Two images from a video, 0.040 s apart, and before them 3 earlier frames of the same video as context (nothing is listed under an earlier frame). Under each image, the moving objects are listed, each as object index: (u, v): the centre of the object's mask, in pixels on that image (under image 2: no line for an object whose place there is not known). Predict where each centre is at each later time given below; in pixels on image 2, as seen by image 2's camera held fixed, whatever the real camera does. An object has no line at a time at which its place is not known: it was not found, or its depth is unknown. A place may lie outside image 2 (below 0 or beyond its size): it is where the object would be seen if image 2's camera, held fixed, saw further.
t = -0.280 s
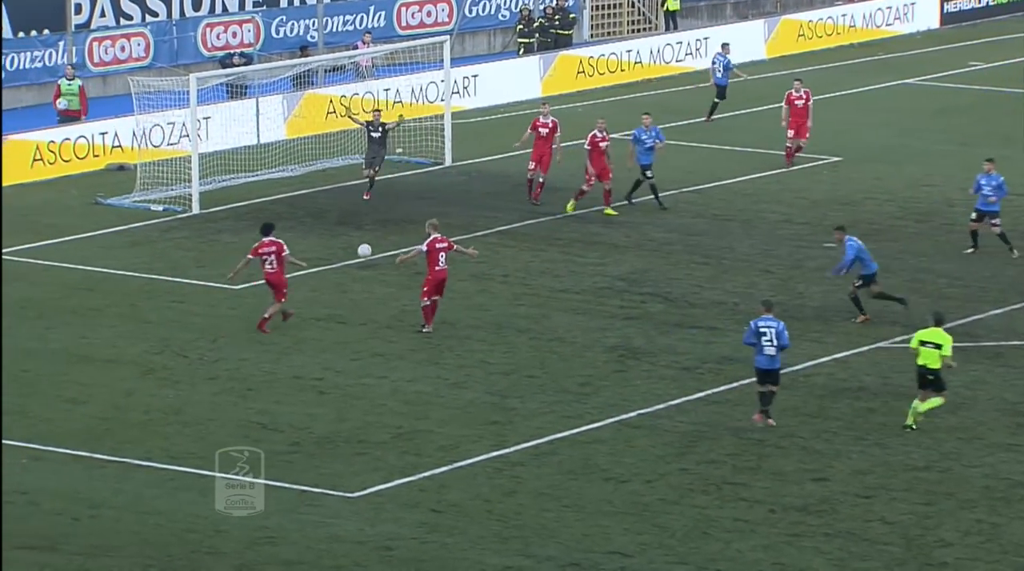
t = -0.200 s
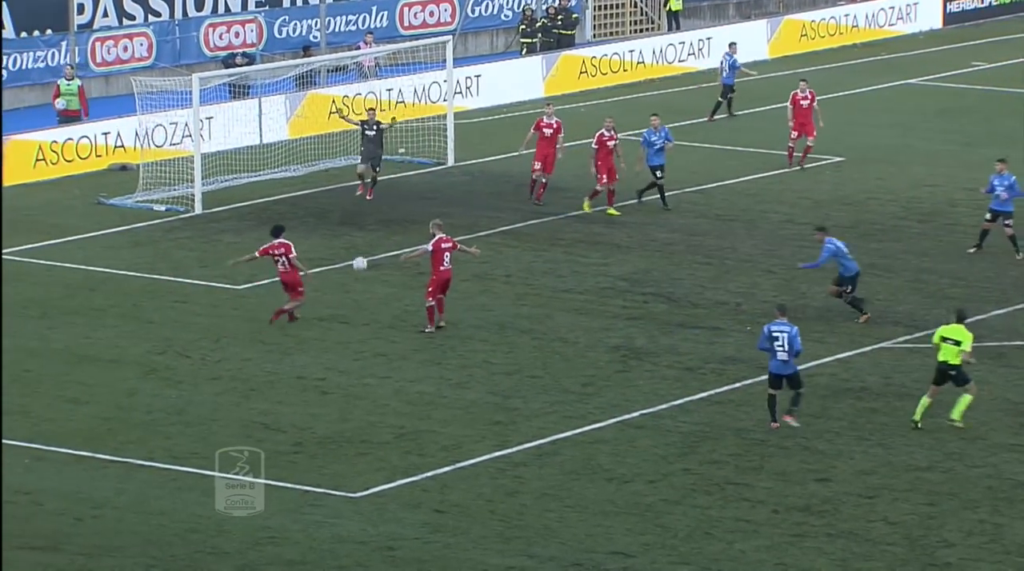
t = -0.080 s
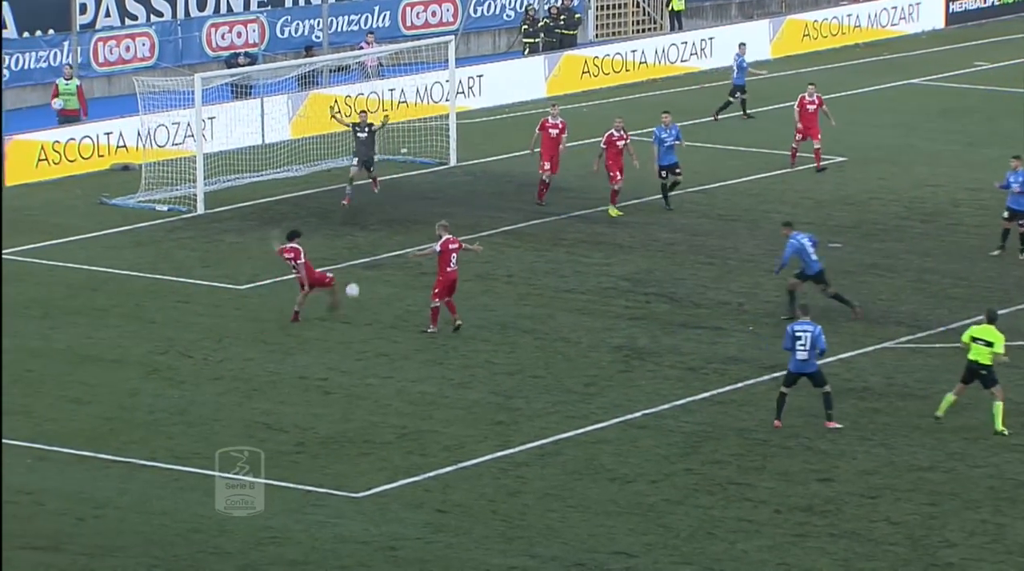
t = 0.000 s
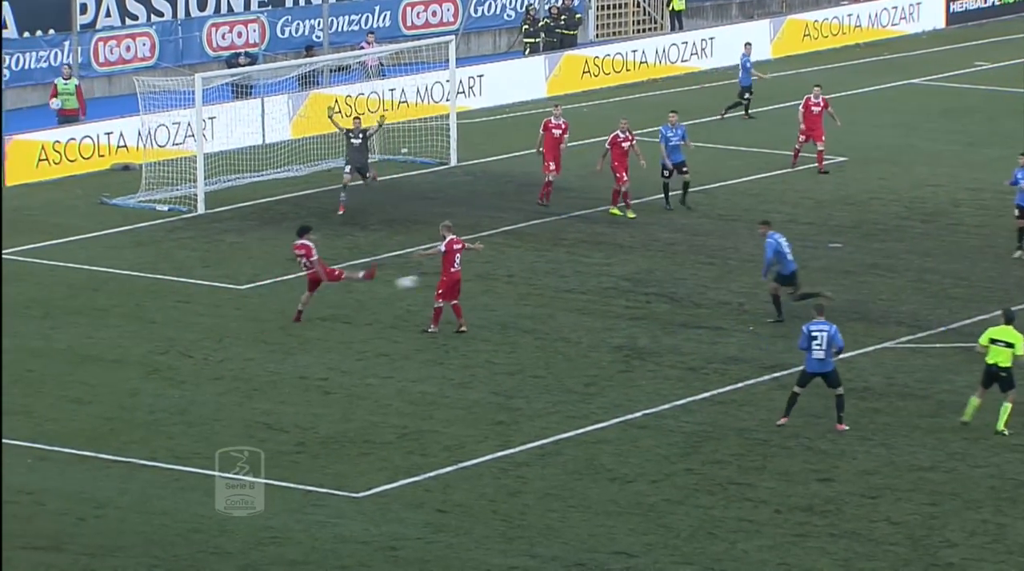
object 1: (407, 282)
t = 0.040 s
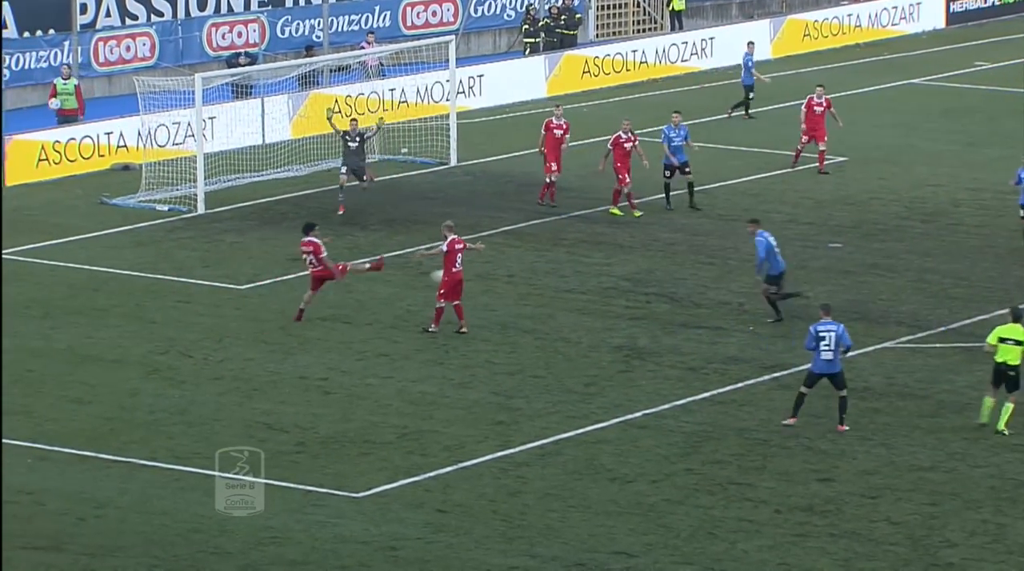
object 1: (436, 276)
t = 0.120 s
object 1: (514, 267)
